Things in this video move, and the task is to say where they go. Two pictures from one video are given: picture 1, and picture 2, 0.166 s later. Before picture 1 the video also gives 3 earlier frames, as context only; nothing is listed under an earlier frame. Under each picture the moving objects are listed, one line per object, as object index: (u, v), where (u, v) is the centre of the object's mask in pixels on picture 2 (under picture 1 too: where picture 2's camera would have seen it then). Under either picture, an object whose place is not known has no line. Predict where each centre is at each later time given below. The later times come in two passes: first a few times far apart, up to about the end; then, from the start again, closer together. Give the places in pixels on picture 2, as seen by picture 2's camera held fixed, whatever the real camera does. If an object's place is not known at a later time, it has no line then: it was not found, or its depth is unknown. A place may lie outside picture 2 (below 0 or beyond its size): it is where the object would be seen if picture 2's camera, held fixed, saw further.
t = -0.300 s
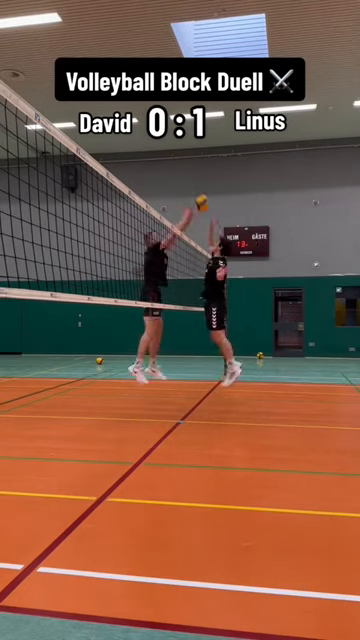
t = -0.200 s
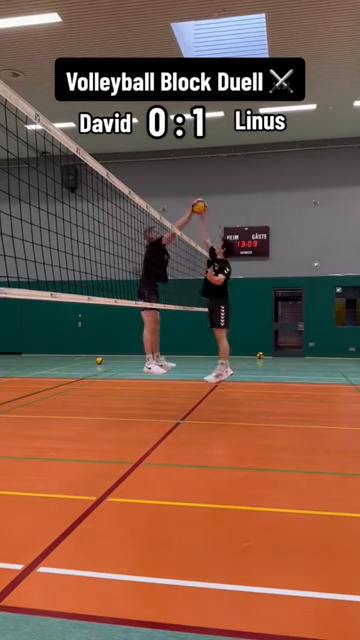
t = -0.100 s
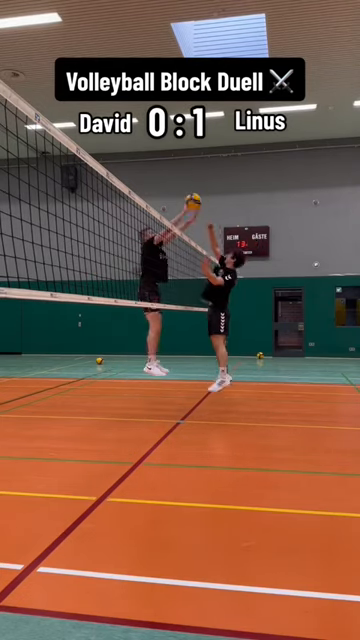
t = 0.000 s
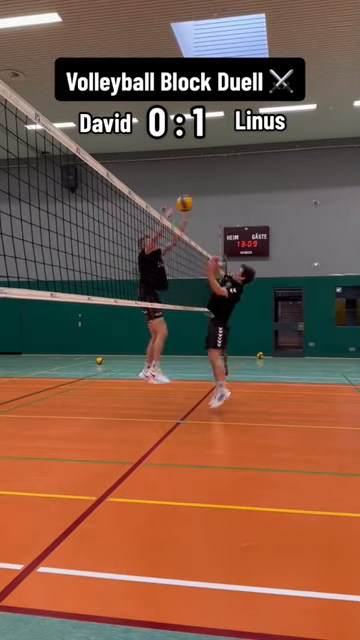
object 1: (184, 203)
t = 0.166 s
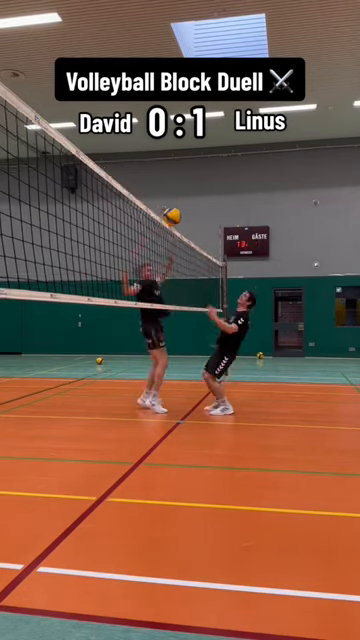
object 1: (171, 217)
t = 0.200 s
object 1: (173, 215)
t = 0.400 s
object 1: (176, 222)
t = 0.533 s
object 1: (180, 248)
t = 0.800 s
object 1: (183, 365)
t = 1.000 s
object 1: (185, 432)
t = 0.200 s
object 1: (173, 215)
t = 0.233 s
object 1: (172, 214)
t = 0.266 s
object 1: (173, 214)
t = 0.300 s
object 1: (174, 214)
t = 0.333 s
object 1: (175, 216)
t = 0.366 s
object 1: (175, 218)
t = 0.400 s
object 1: (176, 222)
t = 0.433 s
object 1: (178, 227)
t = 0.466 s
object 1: (178, 233)
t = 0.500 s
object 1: (179, 240)
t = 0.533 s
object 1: (180, 248)
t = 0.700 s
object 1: (183, 310)
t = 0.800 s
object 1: (183, 365)
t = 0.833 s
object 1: (184, 387)
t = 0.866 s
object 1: (184, 409)
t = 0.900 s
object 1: (184, 435)
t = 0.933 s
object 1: (184, 464)
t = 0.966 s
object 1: (185, 448)
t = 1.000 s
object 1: (185, 432)
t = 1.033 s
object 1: (186, 416)
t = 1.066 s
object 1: (186, 402)
